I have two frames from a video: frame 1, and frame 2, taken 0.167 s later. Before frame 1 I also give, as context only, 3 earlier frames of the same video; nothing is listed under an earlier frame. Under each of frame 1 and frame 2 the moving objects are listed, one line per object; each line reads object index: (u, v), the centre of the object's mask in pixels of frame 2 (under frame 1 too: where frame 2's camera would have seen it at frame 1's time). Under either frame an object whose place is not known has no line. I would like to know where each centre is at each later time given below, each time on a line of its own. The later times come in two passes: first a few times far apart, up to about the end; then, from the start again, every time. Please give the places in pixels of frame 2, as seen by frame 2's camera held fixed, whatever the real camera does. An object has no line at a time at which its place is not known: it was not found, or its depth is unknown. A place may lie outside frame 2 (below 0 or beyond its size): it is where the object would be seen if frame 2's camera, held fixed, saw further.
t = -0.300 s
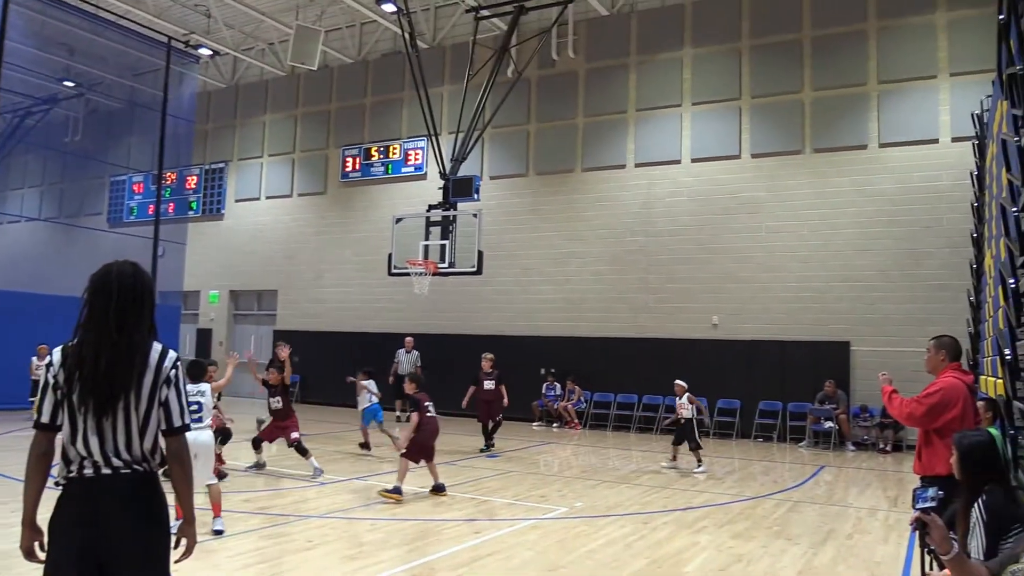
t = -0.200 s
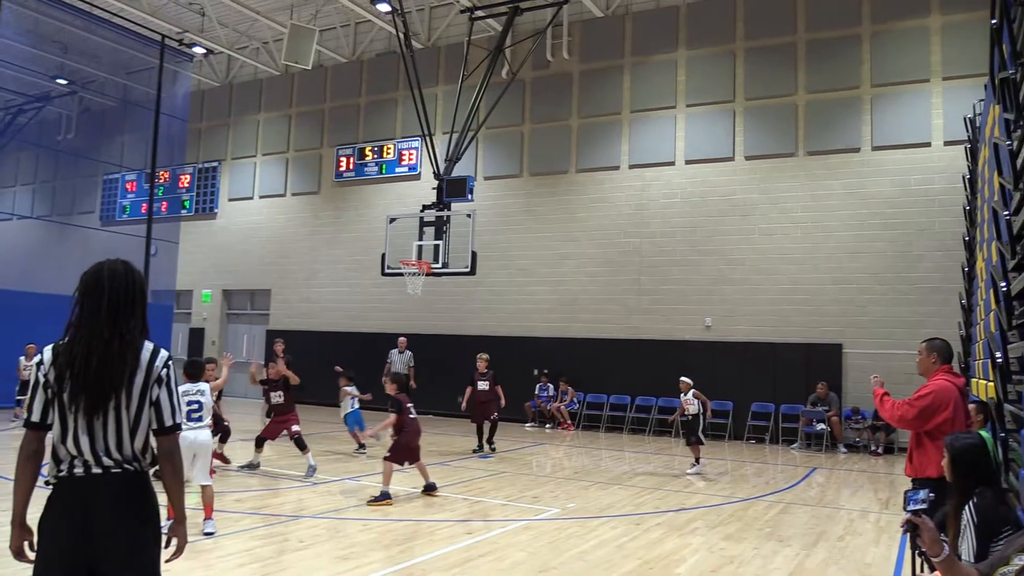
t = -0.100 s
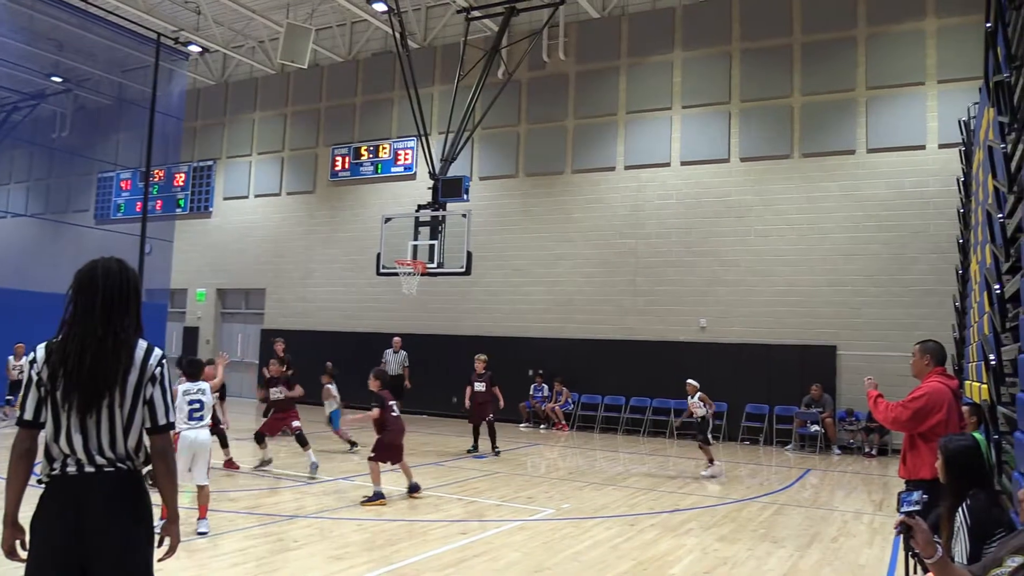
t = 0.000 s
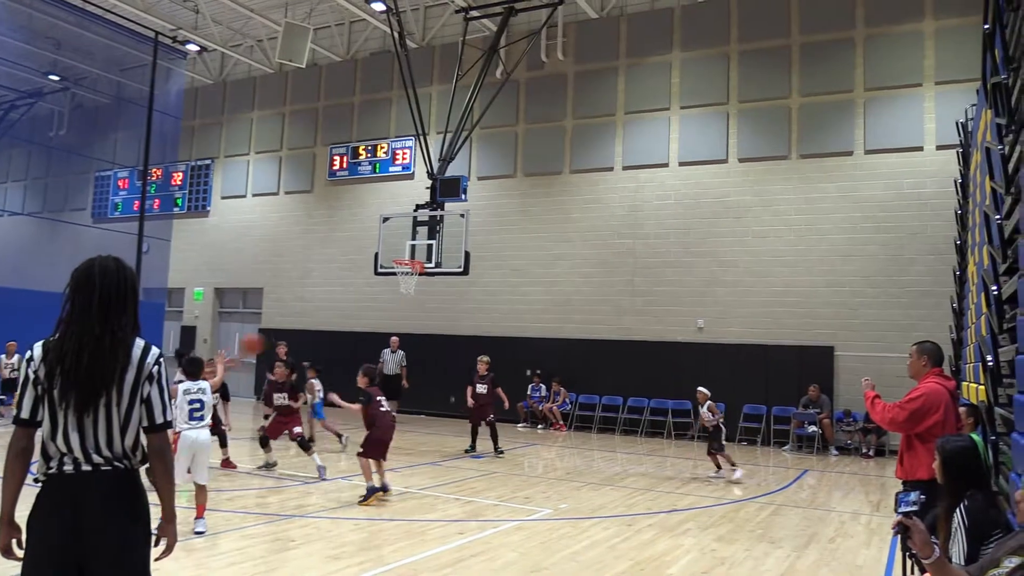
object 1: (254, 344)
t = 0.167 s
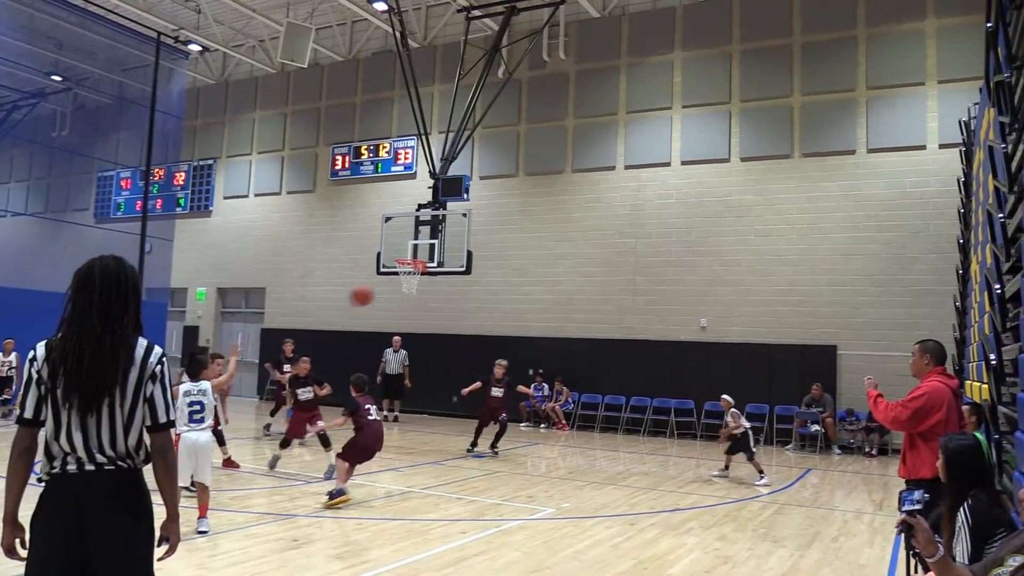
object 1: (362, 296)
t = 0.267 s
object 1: (423, 281)
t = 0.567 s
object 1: (594, 286)
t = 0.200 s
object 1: (382, 290)
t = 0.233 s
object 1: (403, 284)
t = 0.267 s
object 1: (423, 281)
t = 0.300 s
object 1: (443, 276)
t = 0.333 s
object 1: (463, 274)
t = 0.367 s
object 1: (482, 273)
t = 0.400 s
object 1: (501, 272)
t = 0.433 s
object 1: (520, 273)
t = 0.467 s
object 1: (539, 274)
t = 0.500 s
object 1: (558, 277)
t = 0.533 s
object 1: (576, 281)
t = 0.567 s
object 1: (594, 286)
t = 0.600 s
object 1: (612, 291)
